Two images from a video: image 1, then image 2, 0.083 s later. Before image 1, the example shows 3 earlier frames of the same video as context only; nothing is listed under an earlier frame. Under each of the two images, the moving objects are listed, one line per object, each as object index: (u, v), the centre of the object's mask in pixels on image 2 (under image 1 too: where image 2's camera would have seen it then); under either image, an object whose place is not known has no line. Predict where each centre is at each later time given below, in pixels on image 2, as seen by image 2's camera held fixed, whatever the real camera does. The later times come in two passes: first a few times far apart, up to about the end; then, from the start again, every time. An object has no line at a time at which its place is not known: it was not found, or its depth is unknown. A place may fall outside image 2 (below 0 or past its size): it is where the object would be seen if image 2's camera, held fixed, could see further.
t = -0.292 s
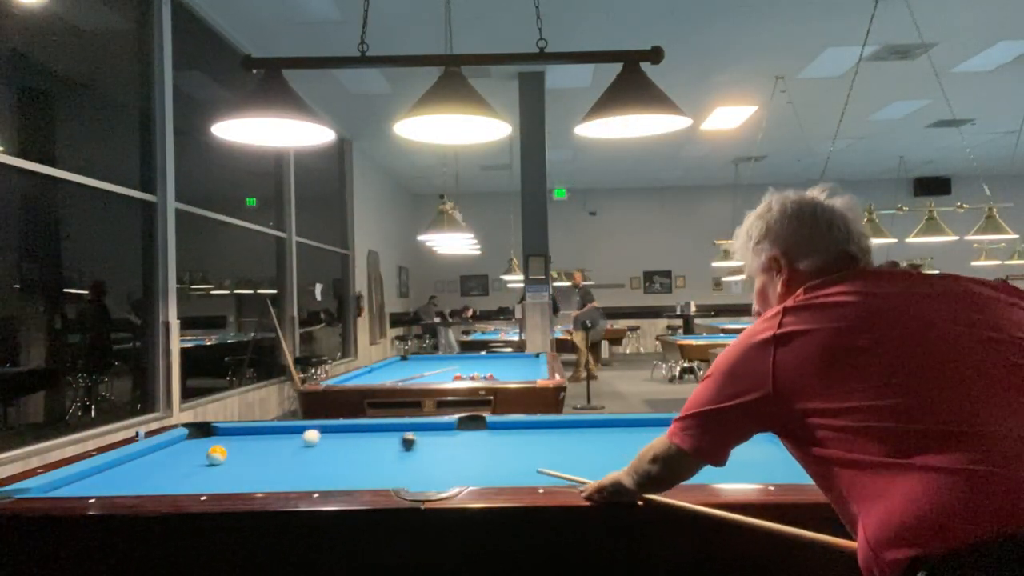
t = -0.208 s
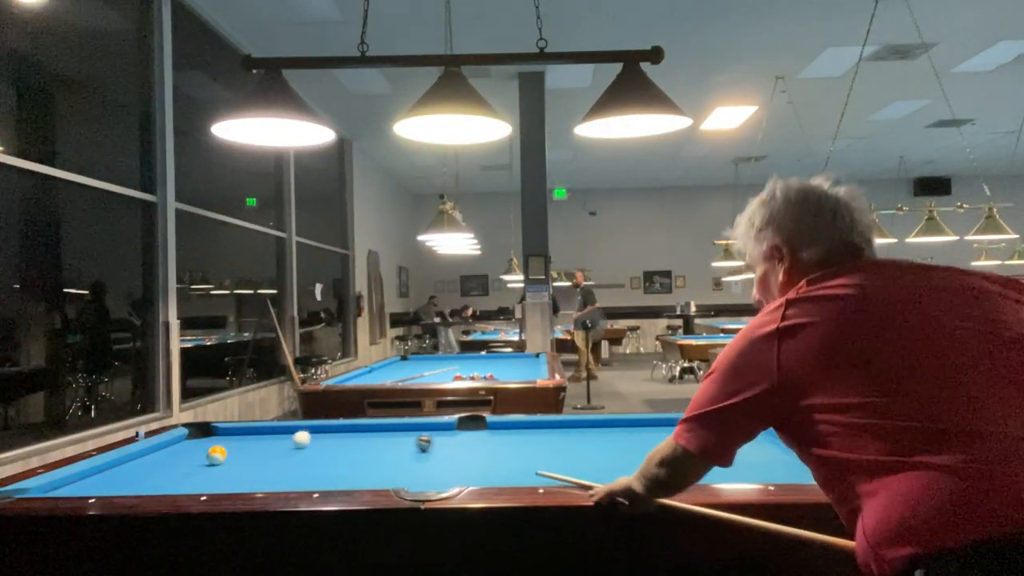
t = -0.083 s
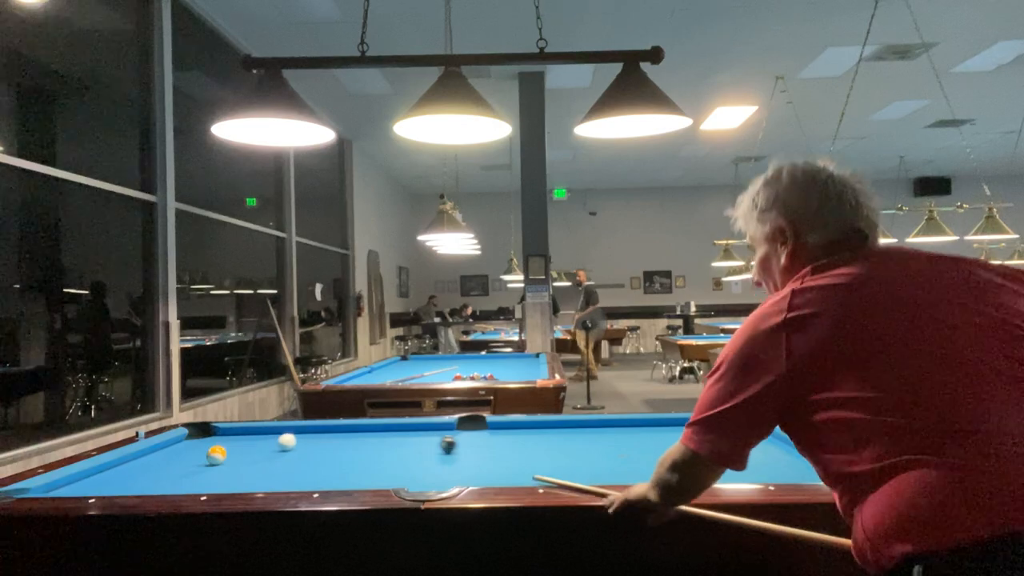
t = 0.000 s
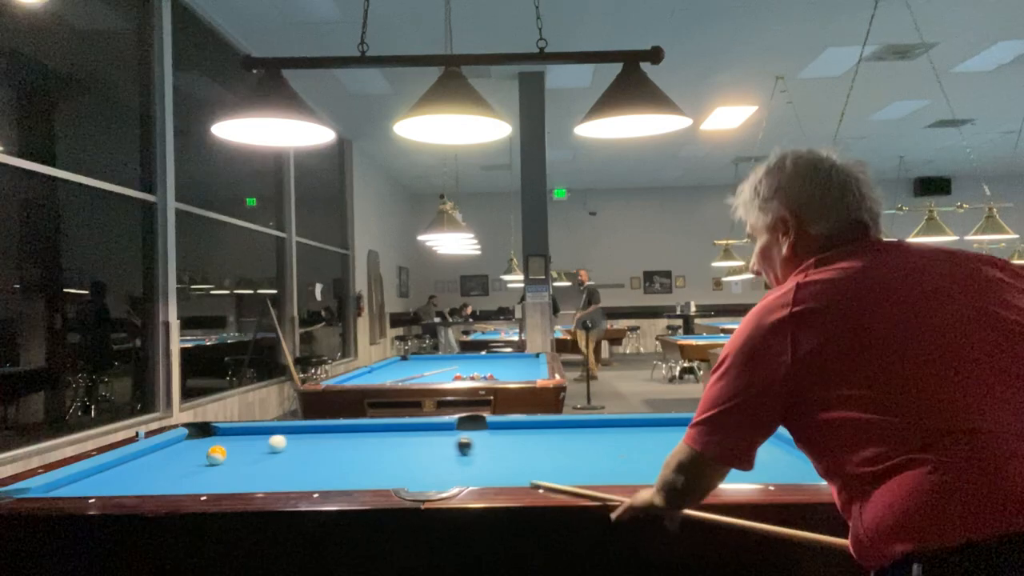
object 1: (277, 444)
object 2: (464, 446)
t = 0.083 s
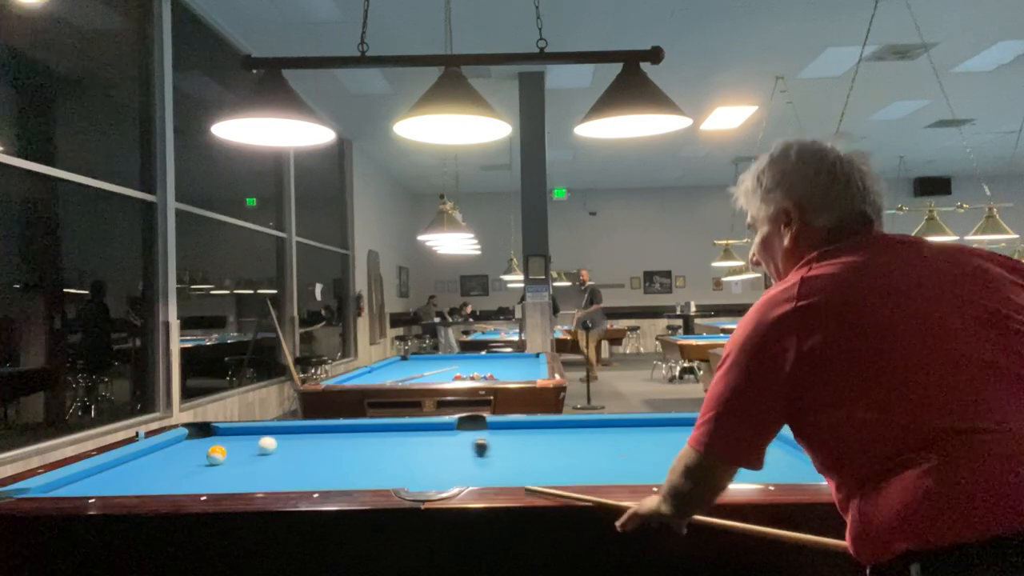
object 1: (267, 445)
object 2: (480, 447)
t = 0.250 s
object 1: (247, 449)
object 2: (513, 450)
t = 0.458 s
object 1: (229, 452)
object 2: (557, 453)
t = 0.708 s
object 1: (220, 453)
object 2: (609, 457)
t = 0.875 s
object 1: (216, 453)
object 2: (645, 459)
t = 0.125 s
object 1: (262, 446)
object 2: (489, 448)
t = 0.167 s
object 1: (257, 447)
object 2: (497, 449)
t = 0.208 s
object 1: (252, 448)
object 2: (505, 449)
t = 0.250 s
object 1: (247, 449)
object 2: (513, 450)
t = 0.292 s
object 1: (242, 450)
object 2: (522, 450)
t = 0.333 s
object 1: (238, 451)
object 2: (531, 451)
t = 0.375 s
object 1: (234, 451)
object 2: (539, 452)
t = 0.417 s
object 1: (231, 451)
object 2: (548, 452)
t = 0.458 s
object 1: (229, 452)
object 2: (557, 453)
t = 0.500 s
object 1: (227, 452)
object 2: (565, 454)
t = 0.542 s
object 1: (225, 452)
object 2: (574, 454)
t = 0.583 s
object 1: (224, 452)
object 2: (583, 454)
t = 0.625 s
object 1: (223, 452)
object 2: (591, 455)
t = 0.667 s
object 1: (221, 453)
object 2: (600, 457)
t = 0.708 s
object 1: (220, 453)
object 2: (609, 457)
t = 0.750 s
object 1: (219, 453)
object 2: (618, 458)
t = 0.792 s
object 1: (218, 453)
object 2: (627, 458)
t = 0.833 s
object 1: (217, 453)
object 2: (636, 459)
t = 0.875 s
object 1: (216, 453)
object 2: (645, 459)
